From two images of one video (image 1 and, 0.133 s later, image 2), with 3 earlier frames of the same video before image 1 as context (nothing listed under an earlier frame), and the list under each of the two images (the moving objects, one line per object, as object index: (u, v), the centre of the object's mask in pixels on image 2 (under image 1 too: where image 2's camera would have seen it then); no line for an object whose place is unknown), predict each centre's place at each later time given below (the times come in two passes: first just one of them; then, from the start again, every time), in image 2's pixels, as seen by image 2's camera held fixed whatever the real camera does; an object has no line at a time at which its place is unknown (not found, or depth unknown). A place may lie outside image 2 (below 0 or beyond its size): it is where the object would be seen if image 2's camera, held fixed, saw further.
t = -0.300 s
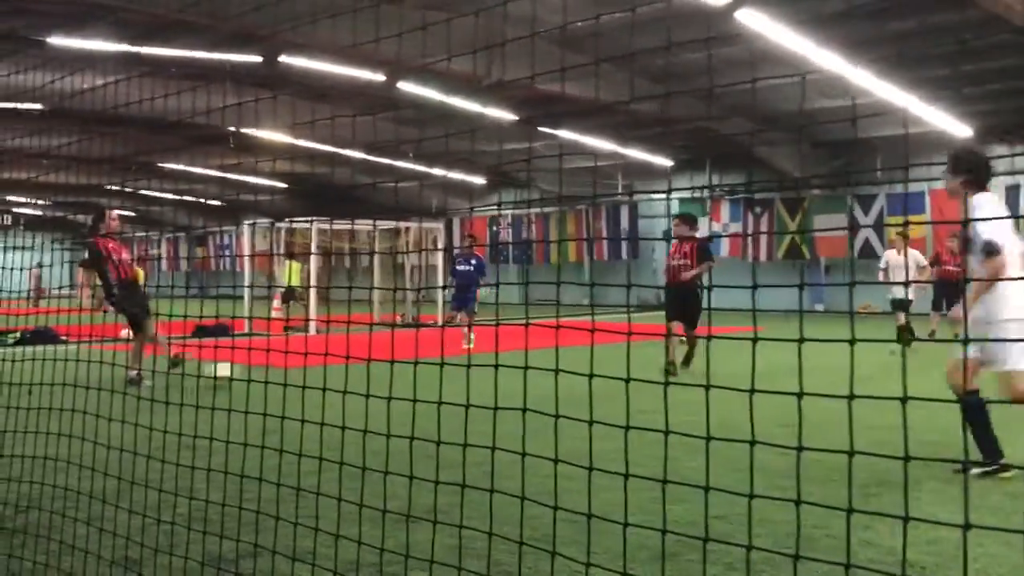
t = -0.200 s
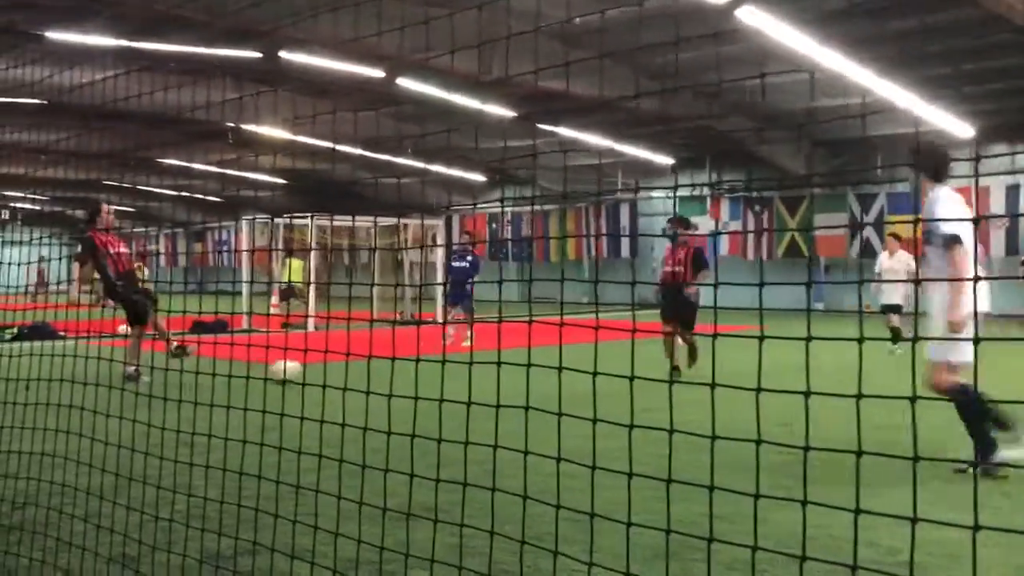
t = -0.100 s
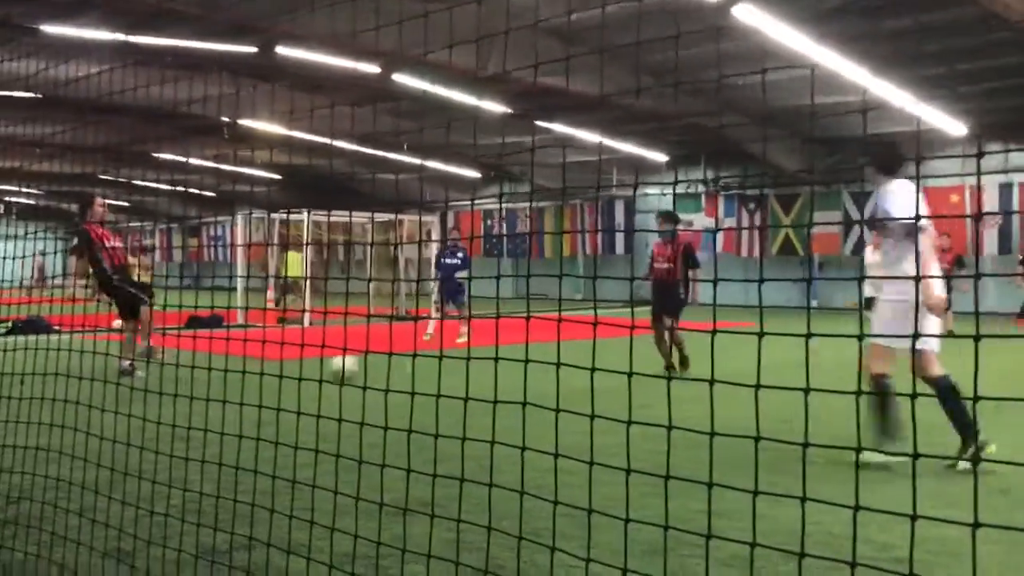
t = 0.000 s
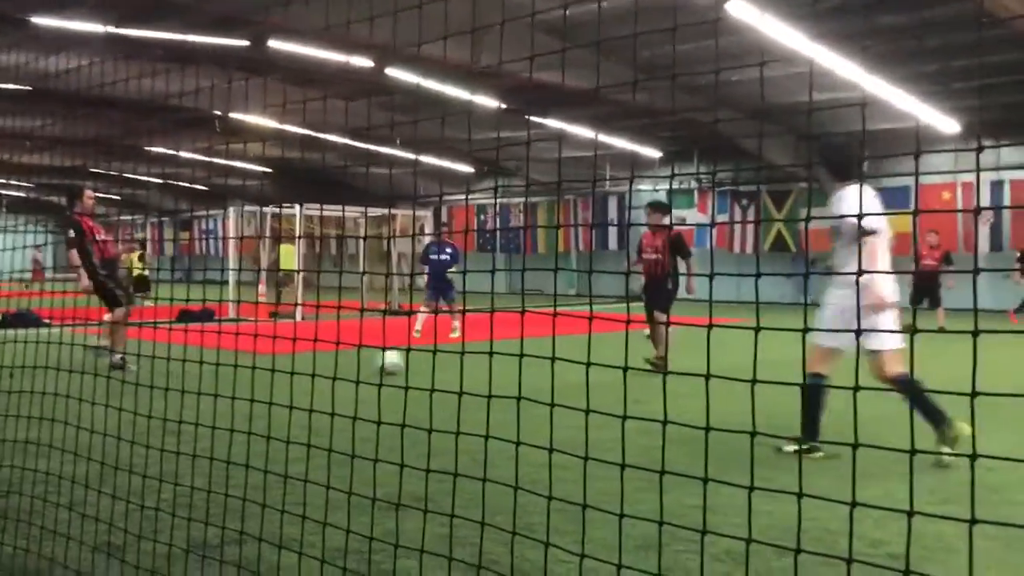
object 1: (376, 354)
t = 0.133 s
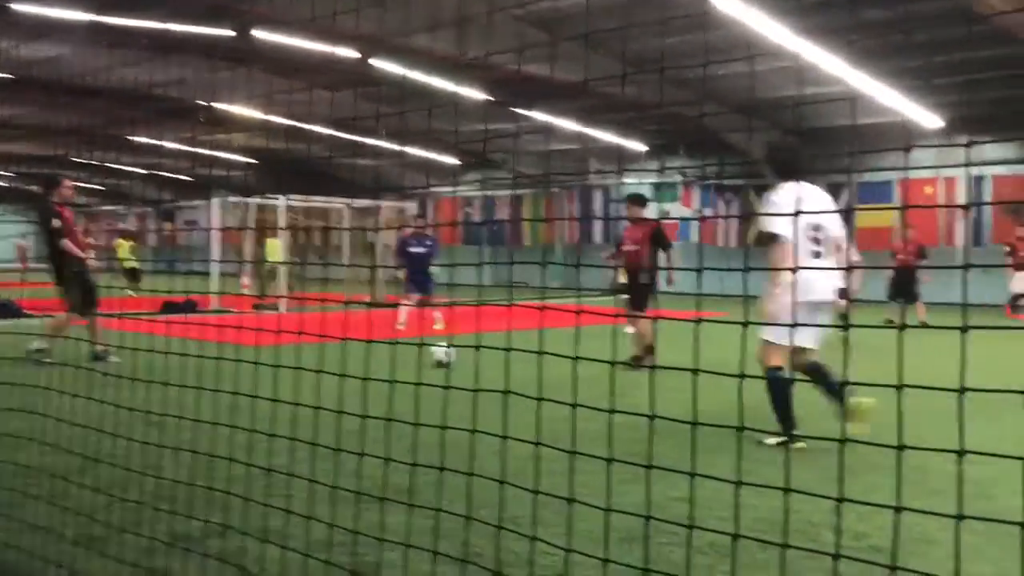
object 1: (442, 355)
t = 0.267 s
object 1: (507, 355)
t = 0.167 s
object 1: (459, 355)
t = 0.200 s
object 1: (475, 355)
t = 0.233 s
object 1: (491, 355)
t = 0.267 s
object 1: (507, 355)
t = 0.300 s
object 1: (524, 356)
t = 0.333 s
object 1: (539, 356)
